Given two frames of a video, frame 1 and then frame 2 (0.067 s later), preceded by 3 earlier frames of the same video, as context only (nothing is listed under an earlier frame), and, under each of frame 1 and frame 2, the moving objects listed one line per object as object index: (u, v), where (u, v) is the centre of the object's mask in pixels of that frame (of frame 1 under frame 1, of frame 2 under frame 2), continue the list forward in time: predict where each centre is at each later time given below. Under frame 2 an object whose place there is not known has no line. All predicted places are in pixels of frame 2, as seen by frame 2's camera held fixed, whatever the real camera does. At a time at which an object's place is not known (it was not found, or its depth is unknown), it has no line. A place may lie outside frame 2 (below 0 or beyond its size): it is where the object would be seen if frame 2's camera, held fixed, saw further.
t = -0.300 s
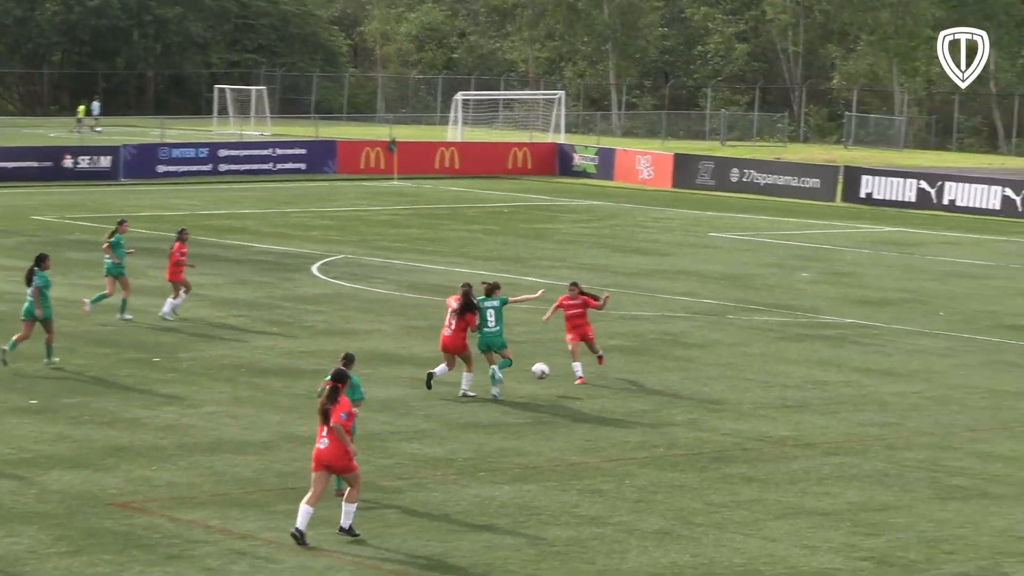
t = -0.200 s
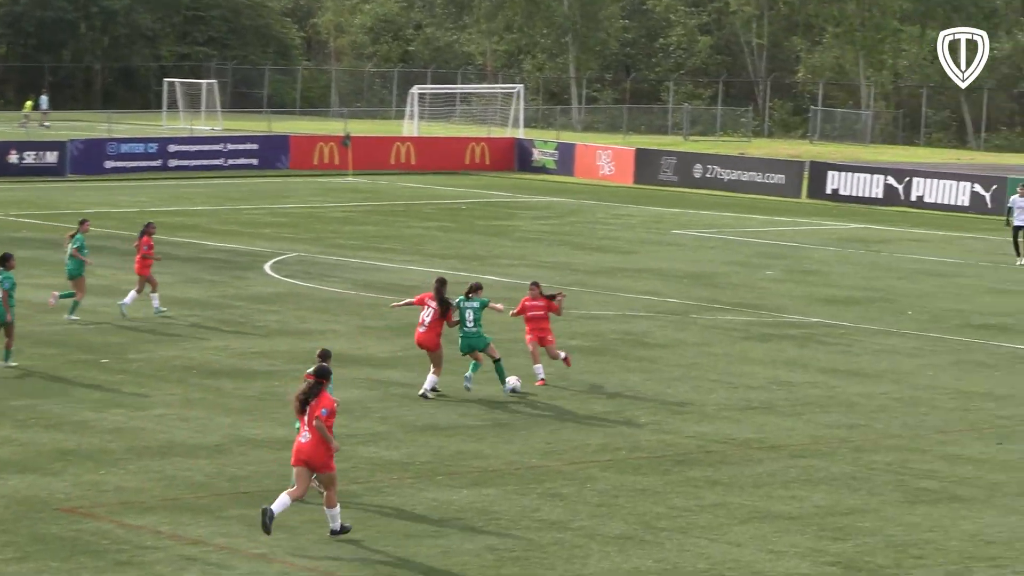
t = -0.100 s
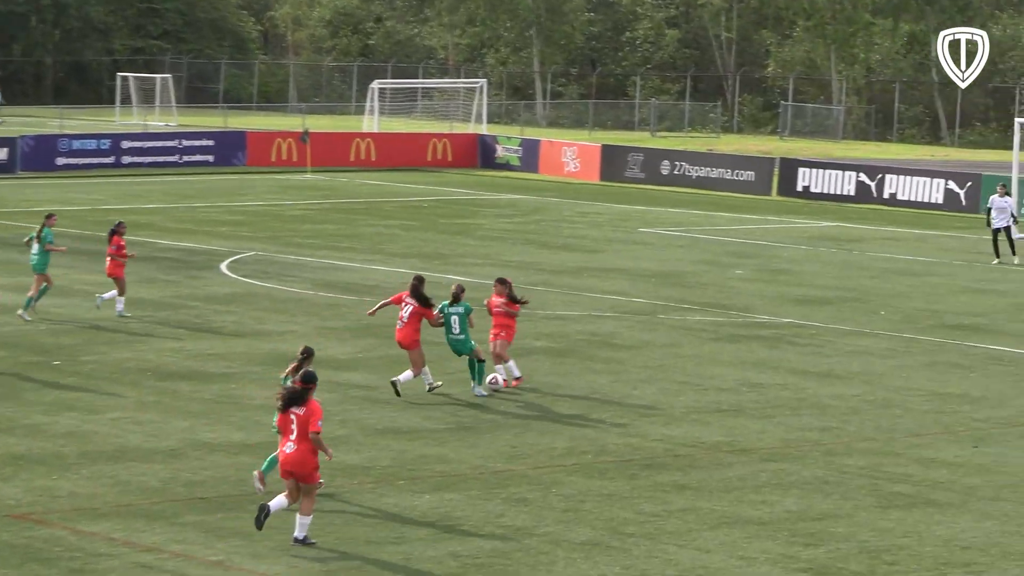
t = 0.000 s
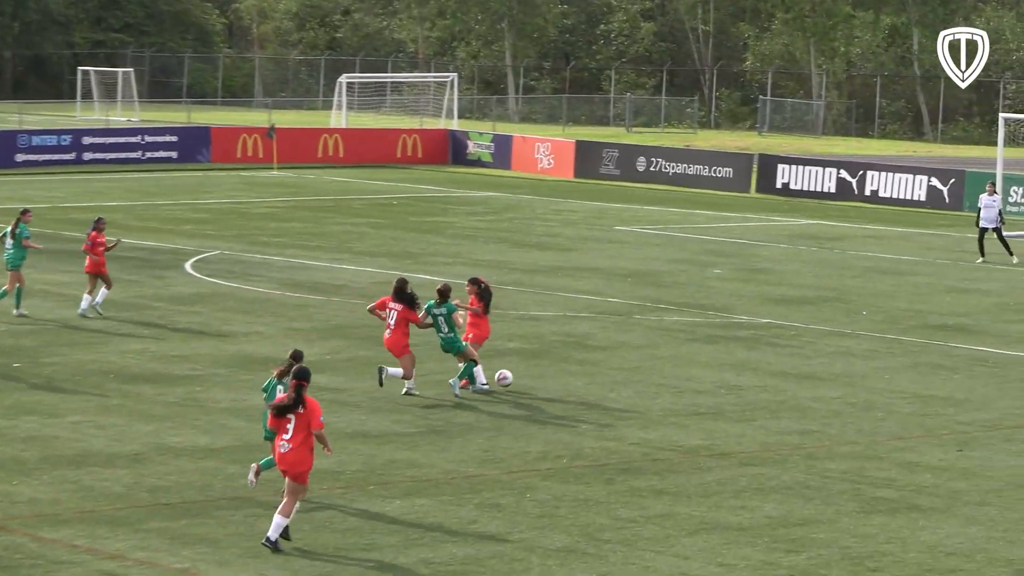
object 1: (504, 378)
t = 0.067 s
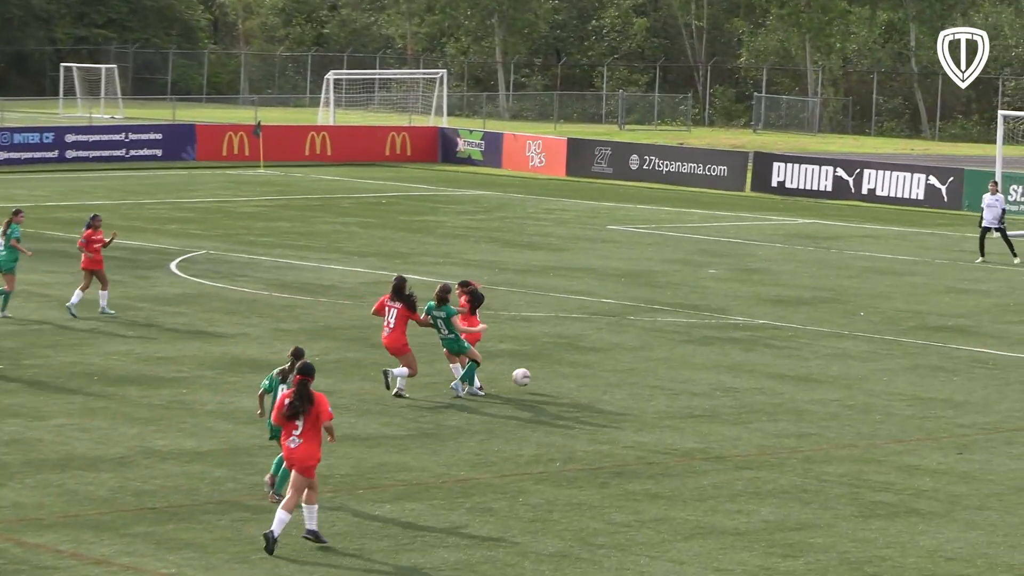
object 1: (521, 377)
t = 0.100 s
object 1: (534, 376)
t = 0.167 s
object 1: (560, 379)
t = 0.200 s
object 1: (573, 382)
